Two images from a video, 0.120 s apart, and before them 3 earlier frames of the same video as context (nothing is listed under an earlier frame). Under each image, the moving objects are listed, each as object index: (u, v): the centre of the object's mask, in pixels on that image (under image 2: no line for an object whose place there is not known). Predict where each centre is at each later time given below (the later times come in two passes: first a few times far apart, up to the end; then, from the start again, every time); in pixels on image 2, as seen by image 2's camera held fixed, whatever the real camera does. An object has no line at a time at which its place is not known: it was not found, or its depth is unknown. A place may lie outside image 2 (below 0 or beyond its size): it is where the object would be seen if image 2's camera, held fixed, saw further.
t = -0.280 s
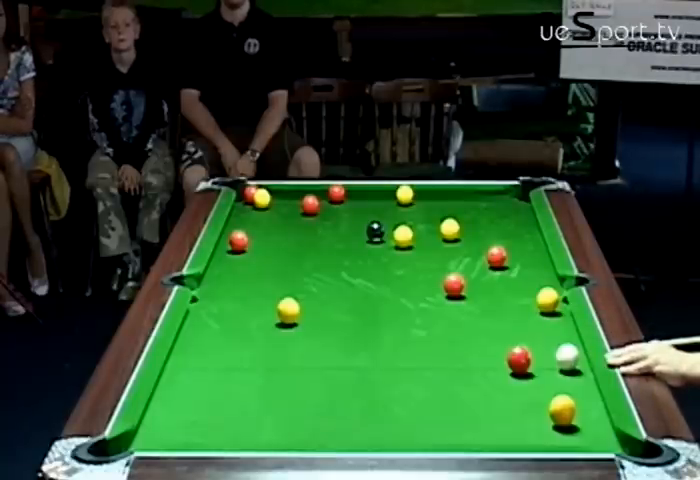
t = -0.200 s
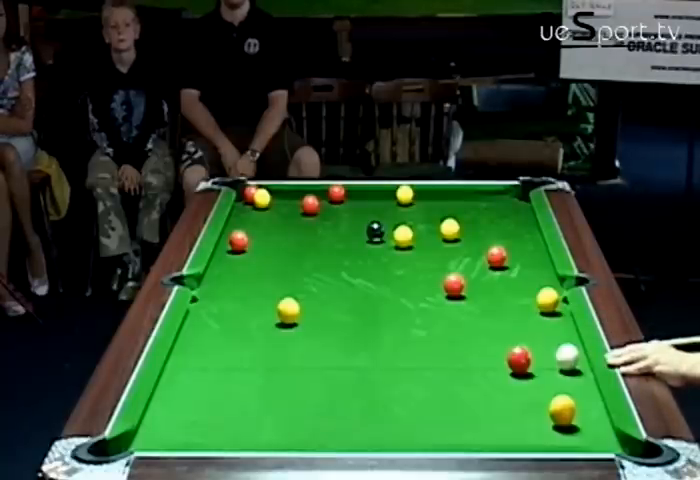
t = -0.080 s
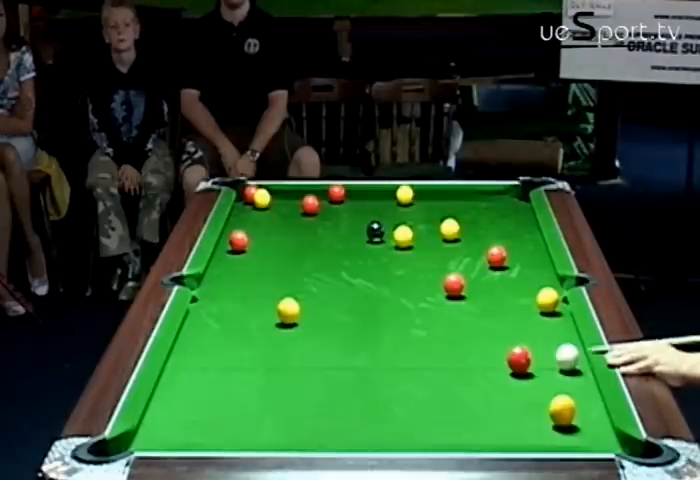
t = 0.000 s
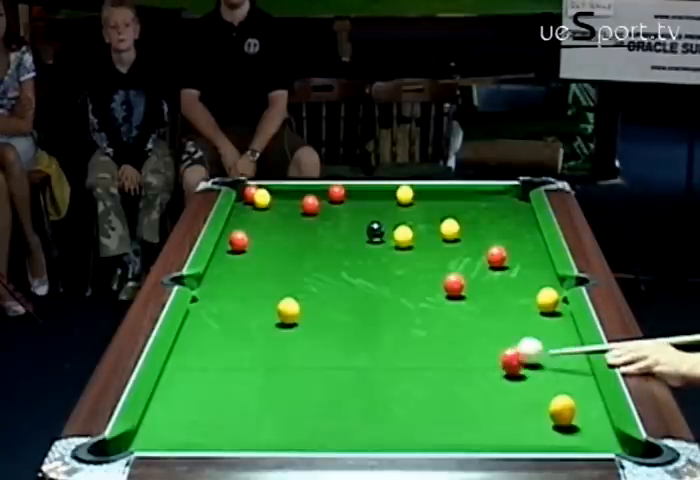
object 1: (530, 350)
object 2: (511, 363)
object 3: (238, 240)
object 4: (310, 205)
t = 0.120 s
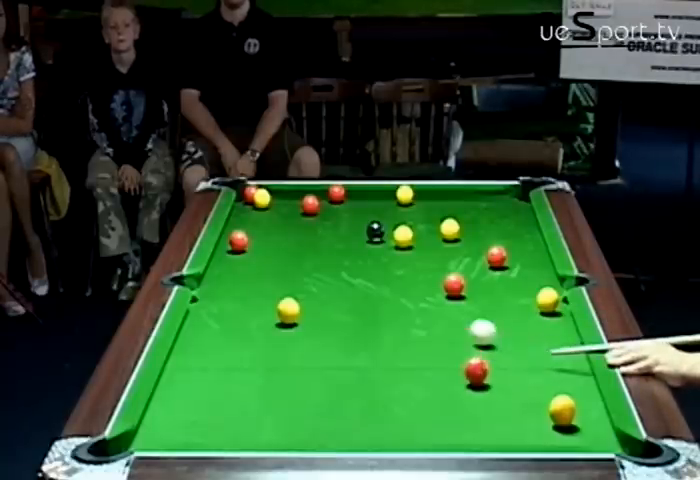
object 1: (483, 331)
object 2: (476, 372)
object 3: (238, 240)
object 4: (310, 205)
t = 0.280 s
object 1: (418, 312)
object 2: (432, 383)
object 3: (238, 241)
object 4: (310, 205)
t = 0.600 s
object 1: (307, 275)
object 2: (343, 406)
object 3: (238, 241)
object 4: (310, 205)
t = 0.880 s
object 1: (225, 248)
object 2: (262, 426)
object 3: (239, 240)
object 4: (310, 205)
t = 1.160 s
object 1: (255, 248)
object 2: (182, 437)
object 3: (256, 229)
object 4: (310, 205)
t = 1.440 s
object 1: (282, 250)
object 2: (153, 433)
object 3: (273, 220)
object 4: (310, 205)
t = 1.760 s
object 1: (310, 252)
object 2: (199, 431)
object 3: (289, 210)
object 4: (310, 205)
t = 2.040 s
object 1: (332, 253)
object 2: (234, 430)
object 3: (294, 204)
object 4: (316, 204)
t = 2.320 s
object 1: (352, 255)
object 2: (265, 430)
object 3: (291, 201)
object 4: (327, 202)
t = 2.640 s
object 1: (371, 257)
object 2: (294, 429)
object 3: (288, 198)
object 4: (336, 201)
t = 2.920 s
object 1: (385, 258)
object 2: (315, 429)
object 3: (287, 196)
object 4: (342, 200)
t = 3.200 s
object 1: (396, 259)
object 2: (332, 428)
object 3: (286, 196)
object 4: (346, 198)
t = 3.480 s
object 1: (404, 260)
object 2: (345, 428)
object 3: (285, 194)
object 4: (347, 199)
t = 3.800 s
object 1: (410, 261)
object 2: (354, 428)
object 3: (285, 194)
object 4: (347, 198)
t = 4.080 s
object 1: (412, 261)
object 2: (357, 428)
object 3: (285, 194)
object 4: (347, 198)
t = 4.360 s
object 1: (413, 261)
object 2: (357, 429)
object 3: (286, 194)
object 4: (347, 199)
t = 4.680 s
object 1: (413, 261)
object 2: (357, 429)
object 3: (286, 194)
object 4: (347, 199)
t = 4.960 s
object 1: (413, 261)
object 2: (357, 429)
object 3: (286, 194)
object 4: (347, 199)
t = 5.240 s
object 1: (413, 261)
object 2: (357, 429)
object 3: (286, 194)
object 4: (347, 199)
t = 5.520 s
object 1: (413, 261)
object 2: (357, 429)
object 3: (286, 194)
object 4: (347, 199)
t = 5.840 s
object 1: (413, 261)
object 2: (357, 429)
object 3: (286, 194)
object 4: (347, 199)
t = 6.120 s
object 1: (413, 261)
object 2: (357, 429)
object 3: (286, 194)
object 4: (347, 199)
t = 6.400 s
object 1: (413, 261)
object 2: (357, 429)
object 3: (286, 194)
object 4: (347, 199)
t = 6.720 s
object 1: (413, 261)
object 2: (357, 429)
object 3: (286, 194)
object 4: (347, 199)
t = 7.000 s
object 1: (413, 261)
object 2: (357, 429)
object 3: (286, 194)
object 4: (347, 199)
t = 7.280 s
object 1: (413, 261)
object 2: (357, 429)
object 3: (286, 194)
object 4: (347, 199)
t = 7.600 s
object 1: (413, 261)
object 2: (357, 428)
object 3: (286, 194)
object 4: (347, 198)
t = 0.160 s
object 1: (466, 326)
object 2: (465, 375)
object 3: (238, 240)
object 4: (310, 205)
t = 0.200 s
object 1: (450, 321)
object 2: (454, 378)
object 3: (238, 241)
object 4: (310, 205)
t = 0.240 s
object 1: (434, 316)
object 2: (443, 380)
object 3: (238, 241)
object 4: (310, 205)
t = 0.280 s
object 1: (418, 312)
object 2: (432, 383)
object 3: (238, 241)
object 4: (310, 205)
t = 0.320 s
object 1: (403, 306)
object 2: (421, 386)
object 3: (238, 241)
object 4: (310, 205)
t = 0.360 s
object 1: (388, 302)
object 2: (410, 389)
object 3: (238, 241)
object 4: (310, 205)
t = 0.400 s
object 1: (373, 297)
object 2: (399, 392)
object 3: (238, 241)
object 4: (310, 205)
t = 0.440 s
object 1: (360, 292)
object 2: (388, 395)
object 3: (238, 241)
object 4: (310, 205)
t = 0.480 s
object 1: (346, 288)
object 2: (376, 398)
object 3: (238, 241)
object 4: (310, 205)
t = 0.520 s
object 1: (332, 284)
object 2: (366, 400)
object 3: (238, 241)
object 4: (310, 205)
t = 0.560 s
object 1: (319, 279)
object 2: (354, 403)
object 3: (238, 241)
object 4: (310, 205)
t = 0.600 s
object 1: (307, 275)
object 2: (343, 406)
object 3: (238, 241)
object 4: (310, 205)
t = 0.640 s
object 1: (294, 271)
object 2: (331, 409)
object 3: (238, 241)
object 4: (310, 205)
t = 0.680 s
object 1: (282, 267)
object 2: (320, 412)
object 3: (238, 241)
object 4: (310, 205)
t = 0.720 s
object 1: (270, 263)
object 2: (309, 415)
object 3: (238, 240)
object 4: (310, 205)
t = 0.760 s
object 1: (258, 259)
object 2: (297, 418)
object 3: (238, 240)
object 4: (310, 205)
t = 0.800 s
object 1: (247, 256)
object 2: (286, 421)
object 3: (237, 239)
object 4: (310, 205)
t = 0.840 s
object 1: (235, 252)
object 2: (274, 423)
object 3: (239, 237)
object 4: (310, 205)
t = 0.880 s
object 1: (225, 248)
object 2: (262, 426)
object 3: (239, 240)
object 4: (310, 205)
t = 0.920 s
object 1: (229, 246)
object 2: (251, 428)
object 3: (241, 239)
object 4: (310, 205)
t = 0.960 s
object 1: (234, 247)
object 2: (239, 430)
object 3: (245, 236)
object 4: (310, 205)
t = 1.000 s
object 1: (238, 247)
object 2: (227, 432)
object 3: (247, 233)
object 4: (310, 205)
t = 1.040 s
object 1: (242, 247)
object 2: (216, 434)
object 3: (250, 232)
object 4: (310, 205)
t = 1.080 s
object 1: (246, 248)
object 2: (204, 435)
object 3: (252, 231)
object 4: (310, 205)
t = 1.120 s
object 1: (251, 248)
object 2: (192, 437)
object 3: (254, 230)
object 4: (310, 205)
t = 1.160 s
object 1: (255, 248)
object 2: (182, 437)
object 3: (256, 229)
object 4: (310, 205)
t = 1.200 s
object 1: (259, 248)
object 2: (175, 436)
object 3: (259, 228)
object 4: (310, 205)
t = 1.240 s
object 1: (262, 249)
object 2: (168, 436)
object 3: (261, 227)
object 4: (310, 205)
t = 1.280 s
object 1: (267, 249)
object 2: (160, 435)
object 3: (264, 226)
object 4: (310, 205)
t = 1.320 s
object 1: (271, 249)
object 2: (153, 435)
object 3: (266, 225)
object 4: (310, 205)
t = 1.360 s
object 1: (275, 249)
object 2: (146, 434)
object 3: (268, 223)
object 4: (310, 205)
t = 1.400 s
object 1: (278, 250)
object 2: (147, 434)
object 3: (270, 221)
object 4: (310, 205)
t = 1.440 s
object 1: (282, 250)
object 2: (153, 433)
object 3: (273, 220)
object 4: (310, 205)
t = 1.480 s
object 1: (286, 250)
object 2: (159, 433)
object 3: (275, 219)
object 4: (310, 205)
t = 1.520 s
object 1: (289, 251)
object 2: (165, 432)
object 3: (278, 218)
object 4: (310, 205)
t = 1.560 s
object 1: (293, 251)
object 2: (171, 432)
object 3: (279, 217)
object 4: (310, 205)
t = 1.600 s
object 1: (296, 251)
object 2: (177, 432)
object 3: (281, 215)
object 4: (310, 205)
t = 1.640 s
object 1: (300, 251)
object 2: (182, 432)
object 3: (283, 214)
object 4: (310, 205)
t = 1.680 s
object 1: (303, 251)
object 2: (188, 431)
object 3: (285, 213)
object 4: (310, 205)
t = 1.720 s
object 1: (307, 252)
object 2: (193, 431)
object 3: (287, 212)
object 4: (310, 205)
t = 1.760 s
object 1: (310, 252)
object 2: (199, 431)
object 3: (289, 210)
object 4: (310, 205)
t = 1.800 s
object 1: (313, 252)
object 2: (204, 431)
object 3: (292, 209)
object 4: (310, 205)
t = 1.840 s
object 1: (317, 252)
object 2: (209, 431)
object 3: (293, 208)
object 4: (310, 205)
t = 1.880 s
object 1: (320, 253)
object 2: (214, 431)
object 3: (295, 207)
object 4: (311, 205)
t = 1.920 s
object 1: (323, 253)
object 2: (219, 431)
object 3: (295, 206)
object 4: (312, 205)
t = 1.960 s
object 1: (326, 253)
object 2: (224, 431)
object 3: (295, 206)
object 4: (313, 204)
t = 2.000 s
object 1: (329, 253)
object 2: (229, 431)
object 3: (294, 205)
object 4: (315, 204)
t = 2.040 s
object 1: (332, 253)
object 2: (234, 430)
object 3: (294, 204)
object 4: (316, 204)
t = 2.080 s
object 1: (335, 253)
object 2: (239, 430)
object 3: (293, 204)
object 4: (318, 204)
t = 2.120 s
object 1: (338, 254)
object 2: (243, 430)
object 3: (293, 204)
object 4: (319, 203)
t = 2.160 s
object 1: (341, 254)
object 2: (248, 430)
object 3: (293, 203)
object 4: (321, 203)
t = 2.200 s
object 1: (344, 254)
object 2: (252, 430)
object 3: (292, 202)
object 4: (323, 203)
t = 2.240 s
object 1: (346, 254)
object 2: (257, 430)
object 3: (292, 202)
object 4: (324, 203)
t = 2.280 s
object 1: (349, 255)
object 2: (261, 430)
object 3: (292, 202)
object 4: (326, 202)
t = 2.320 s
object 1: (352, 255)
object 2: (265, 430)
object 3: (291, 201)
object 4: (327, 202)
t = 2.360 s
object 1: (354, 255)
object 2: (269, 430)
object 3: (291, 201)
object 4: (328, 202)
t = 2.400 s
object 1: (357, 255)
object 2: (273, 430)
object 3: (290, 200)
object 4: (329, 201)
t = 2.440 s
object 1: (359, 256)
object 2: (277, 430)
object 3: (290, 200)
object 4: (330, 202)
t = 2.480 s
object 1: (361, 256)
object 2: (280, 430)
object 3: (289, 199)
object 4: (332, 201)
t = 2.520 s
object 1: (364, 256)
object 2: (284, 429)
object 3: (289, 199)
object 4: (333, 201)
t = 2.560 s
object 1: (366, 256)
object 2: (287, 429)
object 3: (289, 198)
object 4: (334, 201)
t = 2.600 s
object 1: (368, 257)
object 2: (291, 429)
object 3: (288, 198)
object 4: (335, 201)
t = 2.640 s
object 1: (371, 257)
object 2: (294, 429)
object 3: (288, 198)
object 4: (336, 201)
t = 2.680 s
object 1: (373, 257)
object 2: (297, 429)
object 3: (288, 198)
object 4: (337, 201)
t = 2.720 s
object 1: (375, 257)
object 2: (301, 429)
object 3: (288, 197)
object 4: (337, 200)
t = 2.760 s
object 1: (377, 257)
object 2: (304, 429)
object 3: (287, 197)
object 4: (339, 200)
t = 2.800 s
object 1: (379, 257)
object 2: (307, 429)
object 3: (287, 197)
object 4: (339, 200)
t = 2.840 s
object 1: (381, 258)
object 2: (310, 429)
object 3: (287, 197)
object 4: (340, 199)
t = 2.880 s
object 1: (383, 258)
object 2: (313, 429)
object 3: (287, 197)
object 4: (341, 199)
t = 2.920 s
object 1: (385, 258)
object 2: (315, 429)
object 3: (287, 196)
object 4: (342, 200)
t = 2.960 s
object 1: (386, 258)
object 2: (318, 429)
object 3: (287, 196)
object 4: (343, 200)
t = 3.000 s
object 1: (388, 258)
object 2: (321, 429)
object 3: (287, 196)
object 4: (344, 199)
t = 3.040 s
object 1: (390, 258)
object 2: (323, 429)
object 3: (286, 196)
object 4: (344, 200)
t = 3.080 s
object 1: (391, 259)
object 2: (326, 429)
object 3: (286, 196)
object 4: (345, 199)
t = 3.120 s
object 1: (393, 259)
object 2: (328, 429)
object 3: (286, 196)
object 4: (345, 198)
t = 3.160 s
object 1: (394, 259)
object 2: (330, 428)
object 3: (286, 196)
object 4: (346, 198)
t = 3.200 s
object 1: (396, 259)
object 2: (332, 428)
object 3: (286, 196)
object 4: (346, 198)
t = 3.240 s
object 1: (397, 259)
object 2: (334, 428)
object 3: (286, 196)
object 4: (346, 198)
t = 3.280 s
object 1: (398, 259)
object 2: (336, 429)
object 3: (286, 194)
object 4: (347, 199)
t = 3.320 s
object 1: (399, 259)
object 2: (338, 428)
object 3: (285, 194)
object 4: (347, 199)
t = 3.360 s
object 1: (401, 259)
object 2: (340, 428)
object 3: (285, 194)
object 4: (347, 199)
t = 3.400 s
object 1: (402, 260)
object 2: (342, 429)
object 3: (285, 194)
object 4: (347, 199)
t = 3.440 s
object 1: (403, 260)
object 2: (343, 429)
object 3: (285, 194)
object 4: (347, 199)
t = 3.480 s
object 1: (404, 260)
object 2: (345, 428)
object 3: (285, 194)
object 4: (347, 199)
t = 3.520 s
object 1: (405, 260)
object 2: (346, 428)
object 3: (285, 194)
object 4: (347, 199)
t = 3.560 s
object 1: (406, 260)
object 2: (348, 428)
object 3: (285, 194)
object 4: (347, 199)
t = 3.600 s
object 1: (406, 260)
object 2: (349, 428)
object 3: (285, 194)
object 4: (347, 199)
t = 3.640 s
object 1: (407, 260)
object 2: (350, 428)
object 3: (285, 194)
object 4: (347, 199)
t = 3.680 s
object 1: (408, 260)
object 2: (351, 428)
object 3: (285, 194)
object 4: (347, 199)
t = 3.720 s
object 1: (408, 261)
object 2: (352, 428)
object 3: (285, 194)
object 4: (347, 199)
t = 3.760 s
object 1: (409, 261)
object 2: (353, 428)
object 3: (285, 194)
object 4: (347, 199)
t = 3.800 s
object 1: (410, 261)
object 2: (354, 428)
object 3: (285, 194)
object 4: (347, 198)
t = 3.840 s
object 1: (410, 261)
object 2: (355, 428)
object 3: (285, 194)
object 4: (347, 198)
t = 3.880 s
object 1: (410, 261)
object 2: (355, 428)
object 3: (285, 194)
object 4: (347, 198)
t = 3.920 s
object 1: (411, 261)
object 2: (356, 428)
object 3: (285, 194)
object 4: (347, 198)
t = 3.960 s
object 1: (411, 261)
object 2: (357, 428)
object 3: (286, 194)
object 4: (347, 198)
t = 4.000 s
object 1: (412, 261)
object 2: (357, 428)
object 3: (286, 194)
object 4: (347, 198)
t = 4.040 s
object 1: (412, 261)
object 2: (357, 428)
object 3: (286, 194)
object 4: (347, 198)
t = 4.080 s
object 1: (412, 261)
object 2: (357, 428)
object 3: (285, 194)
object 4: (347, 198)
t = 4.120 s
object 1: (412, 261)
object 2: (358, 429)
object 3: (286, 194)
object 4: (347, 198)
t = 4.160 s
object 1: (413, 261)
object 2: (358, 428)
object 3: (286, 194)
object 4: (347, 198)
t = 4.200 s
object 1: (413, 261)
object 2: (358, 429)
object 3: (286, 194)
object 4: (347, 198)
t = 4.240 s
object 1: (413, 261)
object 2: (358, 429)
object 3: (286, 194)
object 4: (347, 198)
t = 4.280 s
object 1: (413, 261)
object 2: (358, 429)
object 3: (286, 194)
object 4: (347, 198)
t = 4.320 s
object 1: (413, 261)
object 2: (358, 428)
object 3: (286, 194)
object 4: (347, 198)
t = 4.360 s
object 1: (413, 261)
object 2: (357, 429)
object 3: (286, 194)
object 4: (347, 199)
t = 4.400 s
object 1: (413, 261)
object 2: (357, 429)
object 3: (286, 194)
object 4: (347, 198)
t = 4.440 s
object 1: (413, 261)
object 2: (357, 429)
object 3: (286, 194)
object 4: (347, 198)
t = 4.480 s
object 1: (413, 261)
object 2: (357, 429)
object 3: (286, 194)
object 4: (347, 198)
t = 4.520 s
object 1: (413, 261)
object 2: (357, 429)
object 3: (286, 194)
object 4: (347, 198)
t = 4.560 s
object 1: (413, 261)
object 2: (357, 429)
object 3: (286, 194)
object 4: (347, 198)
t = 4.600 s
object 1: (413, 261)
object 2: (357, 429)
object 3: (286, 194)
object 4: (347, 198)
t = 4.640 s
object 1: (413, 261)
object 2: (357, 429)
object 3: (286, 194)
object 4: (347, 198)
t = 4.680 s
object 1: (413, 261)
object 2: (357, 429)
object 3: (286, 194)
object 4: (347, 199)
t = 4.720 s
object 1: (413, 261)
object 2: (357, 429)
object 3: (286, 194)
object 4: (347, 199)
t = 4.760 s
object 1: (413, 261)
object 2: (357, 429)
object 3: (286, 194)
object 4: (347, 199)
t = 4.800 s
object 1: (413, 261)
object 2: (357, 429)
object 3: (286, 194)
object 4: (347, 199)
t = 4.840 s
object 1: (413, 261)
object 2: (357, 429)
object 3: (286, 194)
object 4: (347, 199)
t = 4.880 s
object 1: (413, 261)
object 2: (357, 429)
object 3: (286, 194)
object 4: (347, 199)
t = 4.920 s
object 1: (413, 261)
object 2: (357, 429)
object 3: (286, 194)
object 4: (347, 199)
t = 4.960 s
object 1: (413, 261)
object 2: (357, 429)
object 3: (286, 194)
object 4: (347, 199)
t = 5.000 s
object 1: (413, 261)
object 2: (357, 429)
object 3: (286, 194)
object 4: (347, 199)
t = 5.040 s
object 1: (413, 261)
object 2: (357, 429)
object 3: (286, 194)
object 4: (347, 199)
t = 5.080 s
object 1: (413, 261)
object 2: (357, 429)
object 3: (286, 194)
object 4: (347, 199)
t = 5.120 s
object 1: (413, 261)
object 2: (357, 429)
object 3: (286, 194)
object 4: (347, 199)
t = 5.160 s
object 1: (413, 261)
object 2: (357, 429)
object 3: (286, 194)
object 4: (347, 199)
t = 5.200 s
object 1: (413, 261)
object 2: (357, 429)
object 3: (286, 194)
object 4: (347, 199)
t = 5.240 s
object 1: (413, 261)
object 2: (357, 429)
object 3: (286, 194)
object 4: (347, 199)
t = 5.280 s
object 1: (413, 261)
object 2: (357, 429)
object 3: (286, 194)
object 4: (347, 199)
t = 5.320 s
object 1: (413, 261)
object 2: (358, 428)
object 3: (286, 194)
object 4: (347, 199)
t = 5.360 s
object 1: (413, 261)
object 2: (357, 429)
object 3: (286, 194)
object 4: (347, 199)
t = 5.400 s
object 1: (413, 261)
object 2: (357, 429)
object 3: (286, 194)
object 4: (347, 199)
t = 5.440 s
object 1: (413, 261)
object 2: (357, 429)
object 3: (286, 194)
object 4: (347, 199)
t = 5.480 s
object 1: (413, 261)
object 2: (357, 429)
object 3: (286, 194)
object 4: (347, 199)
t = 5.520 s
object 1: (413, 261)
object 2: (357, 429)
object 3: (286, 194)
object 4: (347, 199)
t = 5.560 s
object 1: (413, 261)
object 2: (357, 428)
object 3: (286, 194)
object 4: (347, 199)
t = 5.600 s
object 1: (413, 261)
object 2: (357, 429)
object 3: (286, 194)
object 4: (347, 199)
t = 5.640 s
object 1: (413, 261)
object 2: (357, 429)
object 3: (286, 194)
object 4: (347, 199)
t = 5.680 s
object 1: (413, 261)
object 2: (357, 429)
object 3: (286, 194)
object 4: (347, 199)
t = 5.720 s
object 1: (413, 261)
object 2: (357, 429)
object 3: (286, 194)
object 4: (347, 199)
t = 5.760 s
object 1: (413, 261)
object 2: (357, 429)
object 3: (286, 194)
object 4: (347, 199)
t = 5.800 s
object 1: (413, 261)
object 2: (357, 429)
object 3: (286, 194)
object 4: (347, 199)
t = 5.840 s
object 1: (413, 261)
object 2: (357, 429)
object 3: (286, 194)
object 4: (347, 199)
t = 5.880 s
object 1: (413, 261)
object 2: (357, 429)
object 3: (286, 194)
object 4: (347, 199)
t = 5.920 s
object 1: (413, 261)
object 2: (357, 429)
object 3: (286, 194)
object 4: (347, 199)
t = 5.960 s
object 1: (413, 261)
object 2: (357, 429)
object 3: (286, 194)
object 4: (347, 199)
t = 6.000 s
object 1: (413, 261)
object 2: (357, 429)
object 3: (286, 194)
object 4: (347, 199)
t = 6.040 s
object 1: (413, 261)
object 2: (357, 429)
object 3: (286, 194)
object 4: (347, 199)
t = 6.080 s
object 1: (413, 261)
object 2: (357, 429)
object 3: (286, 194)
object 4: (347, 199)
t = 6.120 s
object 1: (413, 261)
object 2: (357, 429)
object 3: (286, 194)
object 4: (347, 199)
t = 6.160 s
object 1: (413, 261)
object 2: (357, 429)
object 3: (286, 194)
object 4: (347, 199)
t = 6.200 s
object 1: (413, 261)
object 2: (357, 429)
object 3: (286, 194)
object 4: (347, 199)
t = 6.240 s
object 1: (413, 261)
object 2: (357, 429)
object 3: (286, 194)
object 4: (347, 199)
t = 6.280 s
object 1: (413, 261)
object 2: (357, 429)
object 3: (286, 194)
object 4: (347, 199)
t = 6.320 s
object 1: (413, 261)
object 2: (357, 429)
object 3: (286, 194)
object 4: (347, 199)
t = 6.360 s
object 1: (413, 261)
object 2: (357, 429)
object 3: (286, 194)
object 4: (347, 199)
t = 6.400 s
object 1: (413, 261)
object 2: (357, 429)
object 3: (286, 194)
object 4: (347, 199)
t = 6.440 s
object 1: (413, 261)
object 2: (357, 429)
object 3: (286, 194)
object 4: (347, 199)
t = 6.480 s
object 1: (413, 261)
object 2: (357, 429)
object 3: (286, 194)
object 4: (347, 199)
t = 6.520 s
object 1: (413, 261)
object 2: (357, 429)
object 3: (286, 194)
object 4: (347, 199)
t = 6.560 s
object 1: (413, 261)
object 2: (357, 429)
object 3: (286, 194)
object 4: (347, 199)
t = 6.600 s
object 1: (413, 261)
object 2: (357, 429)
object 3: (286, 194)
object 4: (347, 199)
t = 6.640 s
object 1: (413, 261)
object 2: (357, 429)
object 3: (286, 194)
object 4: (347, 199)
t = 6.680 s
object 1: (413, 261)
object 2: (357, 429)
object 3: (286, 194)
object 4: (347, 199)
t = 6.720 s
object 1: (413, 261)
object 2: (357, 429)
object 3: (286, 194)
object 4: (347, 199)
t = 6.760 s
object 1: (413, 261)
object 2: (357, 429)
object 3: (286, 194)
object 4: (347, 199)
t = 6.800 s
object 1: (413, 261)
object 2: (357, 429)
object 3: (286, 194)
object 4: (347, 199)
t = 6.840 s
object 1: (413, 261)
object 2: (357, 429)
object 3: (286, 194)
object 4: (347, 199)
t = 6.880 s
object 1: (413, 261)
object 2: (357, 429)
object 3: (286, 194)
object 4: (347, 199)
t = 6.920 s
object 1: (413, 261)
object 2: (357, 429)
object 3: (286, 194)
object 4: (347, 199)
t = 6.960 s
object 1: (413, 261)
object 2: (357, 429)
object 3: (286, 194)
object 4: (347, 199)
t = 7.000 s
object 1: (413, 261)
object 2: (357, 429)
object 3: (286, 194)
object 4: (347, 199)
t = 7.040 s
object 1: (413, 261)
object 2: (357, 429)
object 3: (286, 194)
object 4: (347, 199)
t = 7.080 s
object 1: (413, 261)
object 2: (358, 428)
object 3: (286, 194)
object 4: (347, 199)
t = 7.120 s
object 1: (413, 261)
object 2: (357, 429)
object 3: (286, 194)
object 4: (347, 199)
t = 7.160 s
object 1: (413, 261)
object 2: (358, 428)
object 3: (286, 194)
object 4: (347, 199)
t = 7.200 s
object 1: (413, 261)
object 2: (357, 429)
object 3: (286, 194)
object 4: (347, 198)
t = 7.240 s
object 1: (413, 261)
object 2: (357, 429)
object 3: (286, 194)
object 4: (347, 199)
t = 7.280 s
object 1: (413, 261)
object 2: (357, 429)
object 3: (286, 194)
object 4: (347, 199)
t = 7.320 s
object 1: (413, 261)
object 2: (357, 428)
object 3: (286, 194)
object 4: (347, 199)
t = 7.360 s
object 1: (413, 261)
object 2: (357, 428)
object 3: (286, 194)
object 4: (347, 199)
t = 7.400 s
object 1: (413, 261)
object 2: (358, 428)
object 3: (286, 194)
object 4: (347, 199)
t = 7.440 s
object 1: (413, 261)
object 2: (357, 429)
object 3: (286, 194)
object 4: (347, 199)
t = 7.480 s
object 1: (413, 261)
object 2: (358, 428)
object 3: (286, 194)
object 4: (347, 199)
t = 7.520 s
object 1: (413, 261)
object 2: (357, 428)
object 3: (286, 194)
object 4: (347, 199)
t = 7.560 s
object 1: (413, 261)
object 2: (357, 428)
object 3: (286, 194)
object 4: (347, 198)
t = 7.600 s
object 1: (413, 261)
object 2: (357, 428)
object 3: (286, 194)
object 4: (347, 198)
